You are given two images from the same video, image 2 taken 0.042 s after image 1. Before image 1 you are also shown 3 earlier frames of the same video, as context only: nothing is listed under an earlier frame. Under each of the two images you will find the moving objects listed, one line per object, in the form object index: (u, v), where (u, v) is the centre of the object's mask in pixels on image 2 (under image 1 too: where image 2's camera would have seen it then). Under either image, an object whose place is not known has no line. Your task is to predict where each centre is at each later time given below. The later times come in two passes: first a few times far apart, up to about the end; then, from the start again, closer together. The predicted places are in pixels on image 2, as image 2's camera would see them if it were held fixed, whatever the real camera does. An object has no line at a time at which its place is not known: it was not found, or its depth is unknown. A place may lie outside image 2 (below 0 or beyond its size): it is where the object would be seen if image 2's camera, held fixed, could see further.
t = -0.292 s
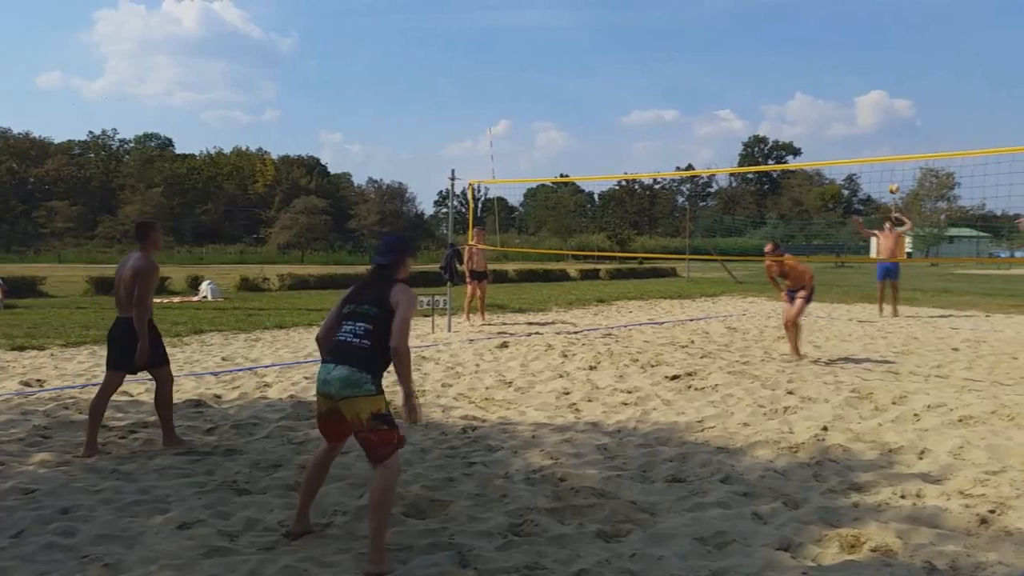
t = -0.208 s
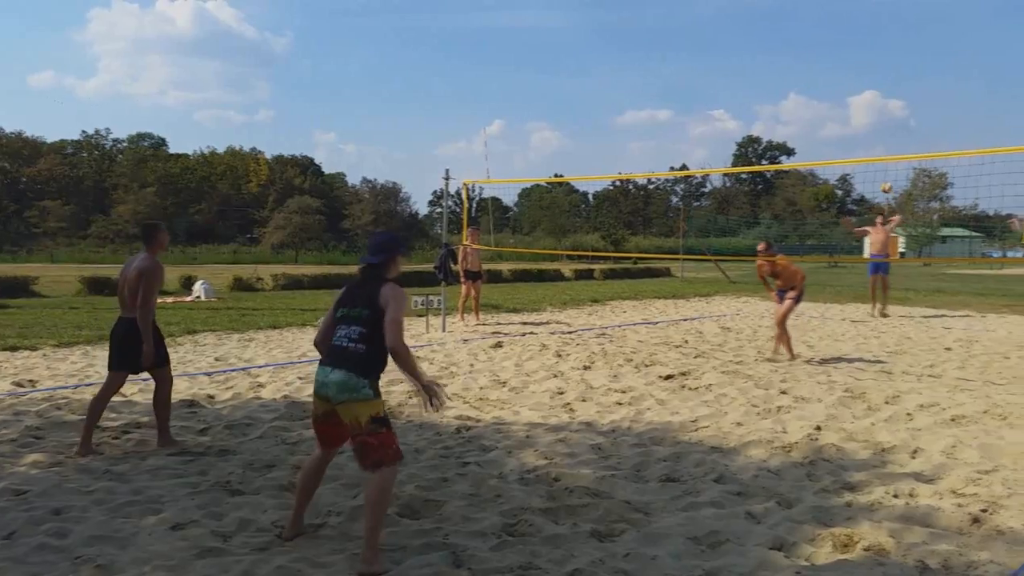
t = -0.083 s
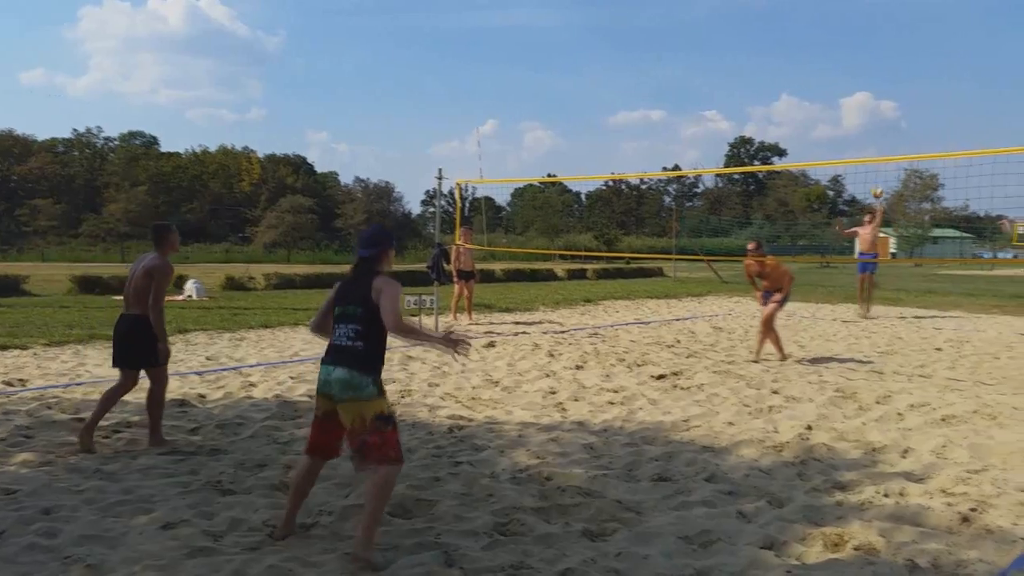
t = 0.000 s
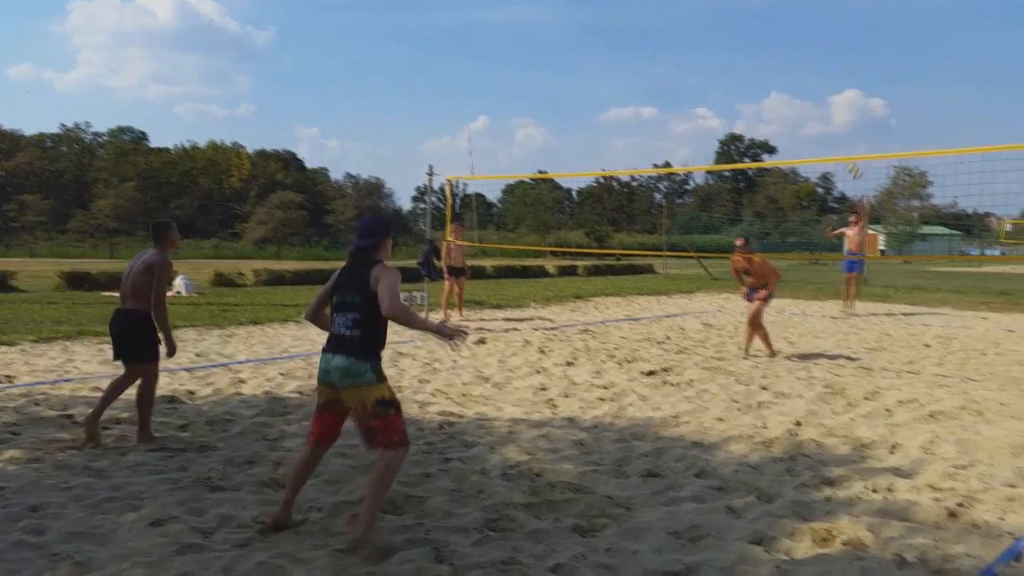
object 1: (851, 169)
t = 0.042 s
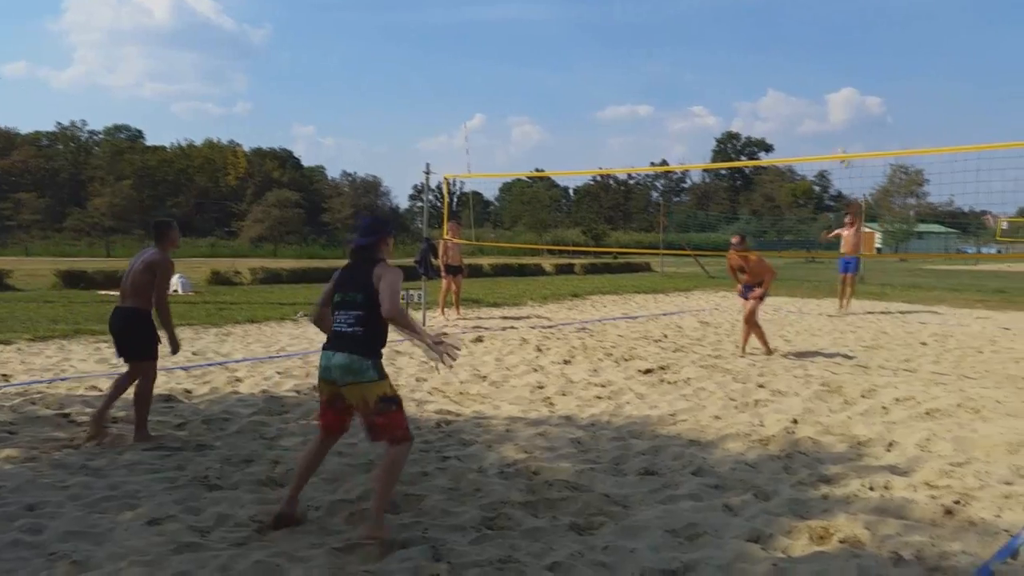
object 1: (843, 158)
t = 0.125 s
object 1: (831, 138)
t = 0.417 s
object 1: (781, 81)
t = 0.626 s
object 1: (738, 67)
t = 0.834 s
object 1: (687, 98)
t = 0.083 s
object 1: (838, 148)
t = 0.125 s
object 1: (831, 138)
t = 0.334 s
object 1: (797, 94)
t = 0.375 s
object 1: (790, 87)
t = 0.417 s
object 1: (781, 81)
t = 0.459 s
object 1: (774, 75)
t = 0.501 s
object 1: (765, 70)
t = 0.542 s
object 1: (756, 68)
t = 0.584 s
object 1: (747, 67)
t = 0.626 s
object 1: (738, 67)
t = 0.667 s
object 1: (729, 69)
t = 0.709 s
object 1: (720, 72)
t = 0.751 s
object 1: (709, 78)
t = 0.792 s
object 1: (699, 86)
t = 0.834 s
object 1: (687, 98)
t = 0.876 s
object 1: (672, 115)
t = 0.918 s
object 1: (659, 131)
